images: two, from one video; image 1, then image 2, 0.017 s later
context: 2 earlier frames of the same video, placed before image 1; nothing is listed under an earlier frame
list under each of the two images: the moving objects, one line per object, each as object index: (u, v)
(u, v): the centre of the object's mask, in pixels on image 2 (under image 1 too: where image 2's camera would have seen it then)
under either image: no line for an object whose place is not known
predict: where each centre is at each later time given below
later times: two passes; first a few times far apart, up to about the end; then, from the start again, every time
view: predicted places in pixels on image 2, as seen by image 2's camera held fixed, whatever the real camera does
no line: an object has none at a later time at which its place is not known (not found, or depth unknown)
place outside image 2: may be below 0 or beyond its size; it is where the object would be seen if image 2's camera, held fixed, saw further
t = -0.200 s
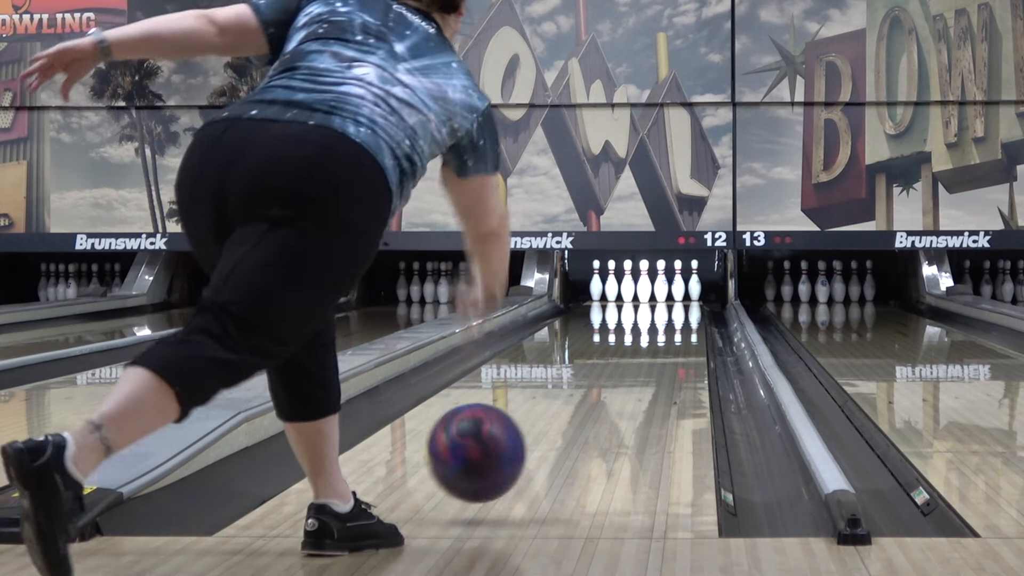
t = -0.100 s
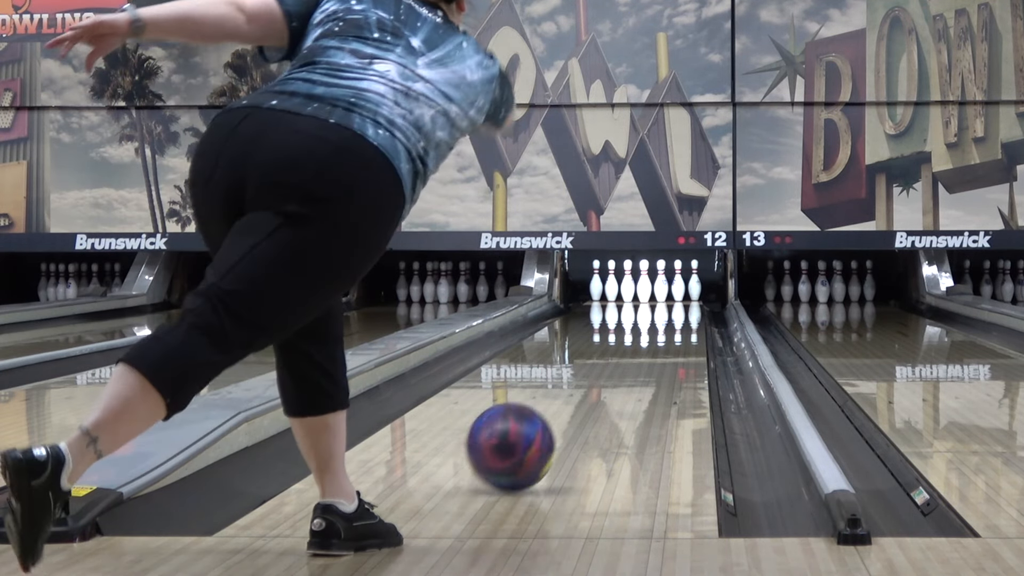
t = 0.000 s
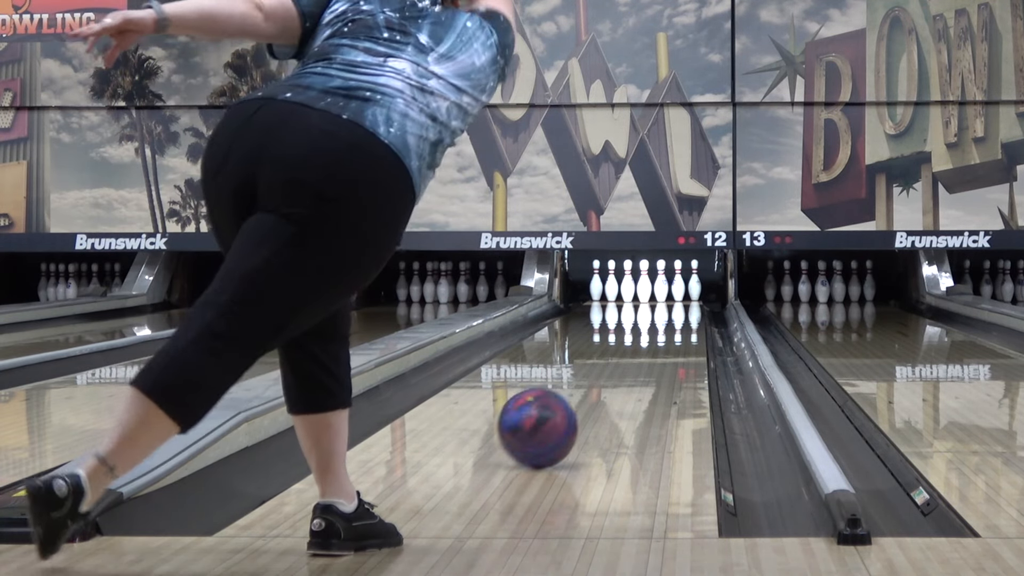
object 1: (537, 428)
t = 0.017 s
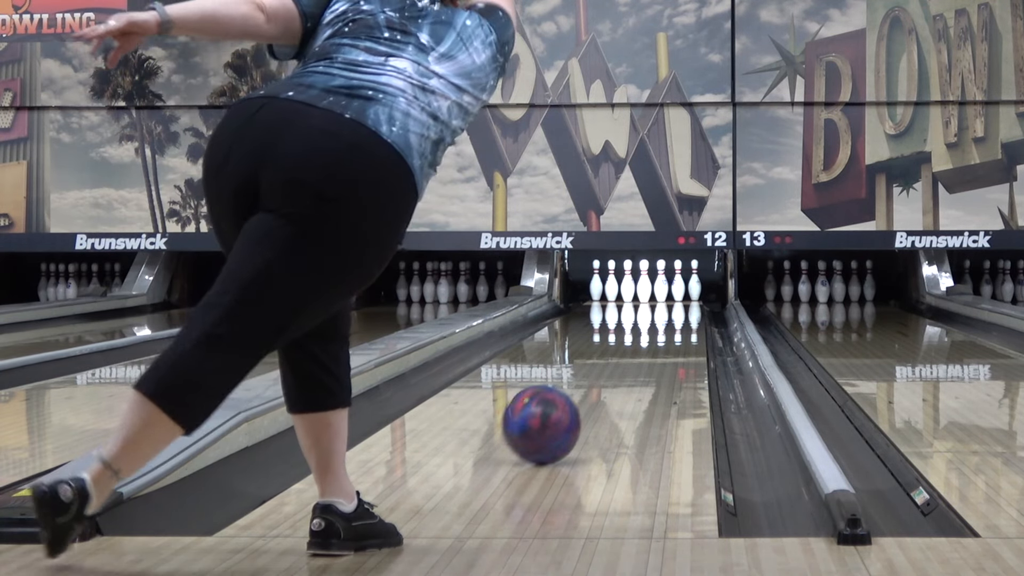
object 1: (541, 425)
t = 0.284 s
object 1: (590, 385)
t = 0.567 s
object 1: (622, 358)
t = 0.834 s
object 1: (642, 340)
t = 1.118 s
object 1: (657, 326)
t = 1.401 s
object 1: (667, 316)
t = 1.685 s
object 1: (672, 308)
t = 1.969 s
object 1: (674, 302)
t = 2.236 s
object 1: (667, 297)
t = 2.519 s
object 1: (654, 293)
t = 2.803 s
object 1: (641, 290)
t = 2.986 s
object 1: (632, 289)
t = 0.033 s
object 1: (545, 421)
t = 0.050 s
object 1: (549, 418)
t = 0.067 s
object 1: (552, 416)
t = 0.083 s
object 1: (556, 413)
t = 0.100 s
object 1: (559, 410)
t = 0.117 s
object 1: (562, 408)
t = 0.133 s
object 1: (565, 405)
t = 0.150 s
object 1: (568, 402)
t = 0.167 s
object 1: (572, 400)
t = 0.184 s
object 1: (574, 398)
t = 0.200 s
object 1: (577, 395)
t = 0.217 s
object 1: (580, 393)
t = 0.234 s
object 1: (582, 391)
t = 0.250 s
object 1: (585, 389)
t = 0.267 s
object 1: (587, 387)
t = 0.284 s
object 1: (590, 385)
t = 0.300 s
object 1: (592, 383)
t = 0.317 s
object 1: (594, 381)
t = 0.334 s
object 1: (596, 379)
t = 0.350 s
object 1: (599, 377)
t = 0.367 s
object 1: (600, 376)
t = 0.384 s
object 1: (602, 374)
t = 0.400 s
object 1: (604, 372)
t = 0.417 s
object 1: (606, 371)
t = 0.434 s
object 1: (608, 369)
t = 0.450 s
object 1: (610, 368)
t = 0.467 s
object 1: (612, 366)
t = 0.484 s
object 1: (614, 365)
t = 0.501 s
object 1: (615, 363)
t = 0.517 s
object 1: (617, 362)
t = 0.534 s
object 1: (619, 361)
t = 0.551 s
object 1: (620, 359)
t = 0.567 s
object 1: (622, 358)
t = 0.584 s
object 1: (623, 357)
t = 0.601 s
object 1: (624, 356)
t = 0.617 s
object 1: (626, 354)
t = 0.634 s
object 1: (627, 353)
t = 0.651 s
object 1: (629, 352)
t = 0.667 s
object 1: (630, 351)
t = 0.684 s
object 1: (632, 350)
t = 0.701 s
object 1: (633, 348)
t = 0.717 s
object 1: (634, 347)
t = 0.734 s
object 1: (635, 346)
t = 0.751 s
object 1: (637, 345)
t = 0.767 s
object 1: (638, 344)
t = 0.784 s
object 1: (639, 343)
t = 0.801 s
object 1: (640, 342)
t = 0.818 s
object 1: (641, 341)
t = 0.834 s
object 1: (642, 340)
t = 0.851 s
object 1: (643, 339)
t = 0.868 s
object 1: (644, 338)
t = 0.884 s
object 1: (645, 337)
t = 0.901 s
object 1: (646, 336)
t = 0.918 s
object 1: (647, 335)
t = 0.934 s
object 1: (648, 334)
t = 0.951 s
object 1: (649, 334)
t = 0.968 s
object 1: (650, 333)
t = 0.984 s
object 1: (651, 332)
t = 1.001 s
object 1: (652, 331)
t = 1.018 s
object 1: (652, 330)
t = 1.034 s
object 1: (653, 330)
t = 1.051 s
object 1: (654, 329)
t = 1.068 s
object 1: (655, 328)
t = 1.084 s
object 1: (655, 327)
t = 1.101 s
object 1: (656, 326)
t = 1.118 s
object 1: (657, 326)
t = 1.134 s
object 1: (658, 325)
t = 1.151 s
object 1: (658, 324)
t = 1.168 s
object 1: (659, 324)
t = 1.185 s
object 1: (660, 323)
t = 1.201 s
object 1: (660, 323)
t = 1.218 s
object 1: (661, 322)
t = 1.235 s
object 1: (661, 321)
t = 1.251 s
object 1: (662, 321)
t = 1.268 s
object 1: (662, 320)
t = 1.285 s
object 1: (663, 320)
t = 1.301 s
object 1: (664, 319)
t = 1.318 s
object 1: (664, 318)
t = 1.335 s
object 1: (665, 318)
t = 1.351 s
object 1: (665, 317)
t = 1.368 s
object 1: (665, 317)
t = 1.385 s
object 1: (666, 316)
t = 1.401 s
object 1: (667, 316)
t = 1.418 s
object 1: (667, 315)
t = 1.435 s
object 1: (667, 315)
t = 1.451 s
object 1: (668, 314)
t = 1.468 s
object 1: (668, 313)
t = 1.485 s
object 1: (669, 313)
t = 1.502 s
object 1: (669, 313)
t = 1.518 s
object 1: (669, 312)
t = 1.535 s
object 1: (670, 312)
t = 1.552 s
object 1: (670, 311)
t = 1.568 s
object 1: (670, 311)
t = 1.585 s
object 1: (670, 310)
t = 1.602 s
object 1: (671, 310)
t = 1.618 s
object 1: (671, 310)
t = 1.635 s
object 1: (671, 309)
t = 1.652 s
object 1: (672, 309)
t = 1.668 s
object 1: (672, 308)
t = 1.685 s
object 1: (672, 308)
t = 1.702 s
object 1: (673, 307)
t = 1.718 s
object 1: (673, 307)
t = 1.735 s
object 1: (673, 307)
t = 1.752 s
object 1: (673, 306)
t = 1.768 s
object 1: (674, 306)
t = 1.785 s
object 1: (674, 306)
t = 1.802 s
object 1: (674, 305)
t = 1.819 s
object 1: (674, 305)
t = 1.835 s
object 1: (674, 304)
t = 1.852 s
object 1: (674, 304)
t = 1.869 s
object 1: (674, 304)
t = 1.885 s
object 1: (674, 303)
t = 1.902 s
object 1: (674, 303)
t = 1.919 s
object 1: (674, 303)
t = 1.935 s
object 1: (674, 302)
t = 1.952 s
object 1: (674, 302)
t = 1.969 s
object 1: (674, 302)
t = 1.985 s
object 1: (674, 301)
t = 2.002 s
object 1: (673, 301)
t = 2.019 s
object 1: (673, 301)
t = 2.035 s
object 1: (673, 300)
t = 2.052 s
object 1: (673, 300)
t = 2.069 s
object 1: (672, 300)
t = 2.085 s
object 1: (672, 299)
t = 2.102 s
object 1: (672, 299)
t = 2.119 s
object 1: (671, 299)
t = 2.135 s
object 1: (671, 299)
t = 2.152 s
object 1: (670, 298)
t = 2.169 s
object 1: (670, 298)
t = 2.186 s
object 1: (669, 298)
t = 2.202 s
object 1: (668, 298)
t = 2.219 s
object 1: (668, 297)
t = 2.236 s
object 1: (667, 297)
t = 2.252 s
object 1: (667, 297)
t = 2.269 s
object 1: (666, 297)
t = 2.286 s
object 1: (666, 297)
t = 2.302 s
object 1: (665, 296)
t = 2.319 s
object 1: (664, 296)
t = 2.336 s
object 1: (664, 296)
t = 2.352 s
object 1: (662, 296)
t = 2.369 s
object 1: (662, 295)
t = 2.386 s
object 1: (661, 295)
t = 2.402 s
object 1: (660, 295)
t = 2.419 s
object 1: (659, 294)
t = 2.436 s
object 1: (658, 294)
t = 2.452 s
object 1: (658, 294)
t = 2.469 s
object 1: (657, 294)
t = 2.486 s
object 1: (656, 294)
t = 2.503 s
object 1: (655, 293)
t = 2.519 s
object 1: (654, 293)
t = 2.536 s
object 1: (653, 293)
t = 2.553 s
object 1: (652, 293)
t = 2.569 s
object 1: (651, 293)
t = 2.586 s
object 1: (650, 292)
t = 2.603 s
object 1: (649, 292)
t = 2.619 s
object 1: (648, 292)
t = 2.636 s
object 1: (647, 292)
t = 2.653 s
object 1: (647, 292)
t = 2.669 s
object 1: (647, 291)
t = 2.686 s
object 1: (646, 291)
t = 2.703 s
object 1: (646, 291)
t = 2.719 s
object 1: (646, 290)
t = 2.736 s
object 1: (645, 291)
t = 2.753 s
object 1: (645, 291)
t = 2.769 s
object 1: (644, 291)
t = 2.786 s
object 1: (642, 291)
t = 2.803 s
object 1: (641, 290)
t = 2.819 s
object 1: (641, 290)
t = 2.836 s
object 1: (639, 290)
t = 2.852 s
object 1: (639, 290)
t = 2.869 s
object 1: (638, 289)
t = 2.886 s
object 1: (637, 289)
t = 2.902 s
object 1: (636, 289)
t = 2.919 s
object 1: (636, 290)
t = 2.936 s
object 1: (635, 289)
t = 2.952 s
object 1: (634, 289)
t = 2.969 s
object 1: (633, 289)
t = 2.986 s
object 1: (632, 289)
